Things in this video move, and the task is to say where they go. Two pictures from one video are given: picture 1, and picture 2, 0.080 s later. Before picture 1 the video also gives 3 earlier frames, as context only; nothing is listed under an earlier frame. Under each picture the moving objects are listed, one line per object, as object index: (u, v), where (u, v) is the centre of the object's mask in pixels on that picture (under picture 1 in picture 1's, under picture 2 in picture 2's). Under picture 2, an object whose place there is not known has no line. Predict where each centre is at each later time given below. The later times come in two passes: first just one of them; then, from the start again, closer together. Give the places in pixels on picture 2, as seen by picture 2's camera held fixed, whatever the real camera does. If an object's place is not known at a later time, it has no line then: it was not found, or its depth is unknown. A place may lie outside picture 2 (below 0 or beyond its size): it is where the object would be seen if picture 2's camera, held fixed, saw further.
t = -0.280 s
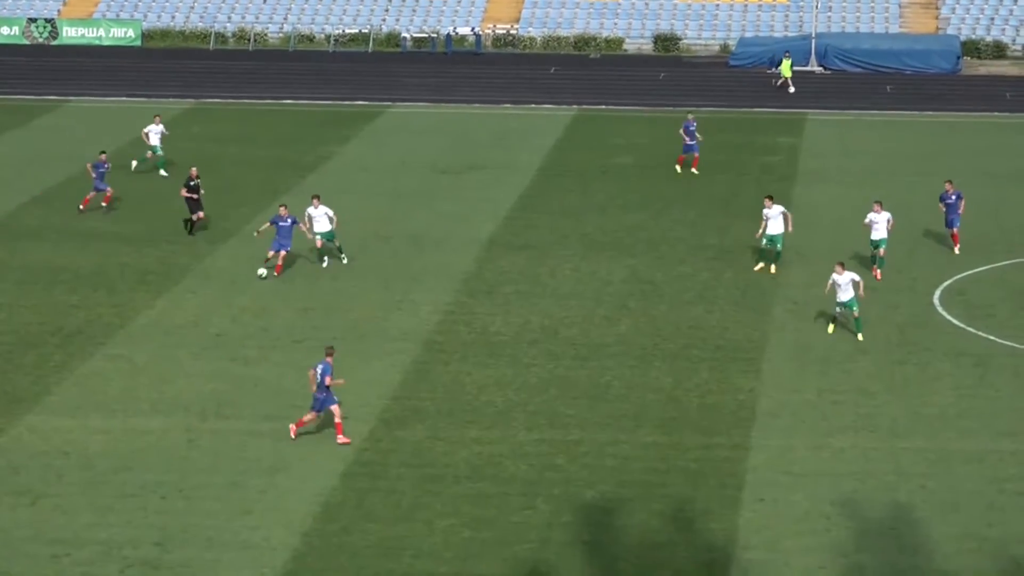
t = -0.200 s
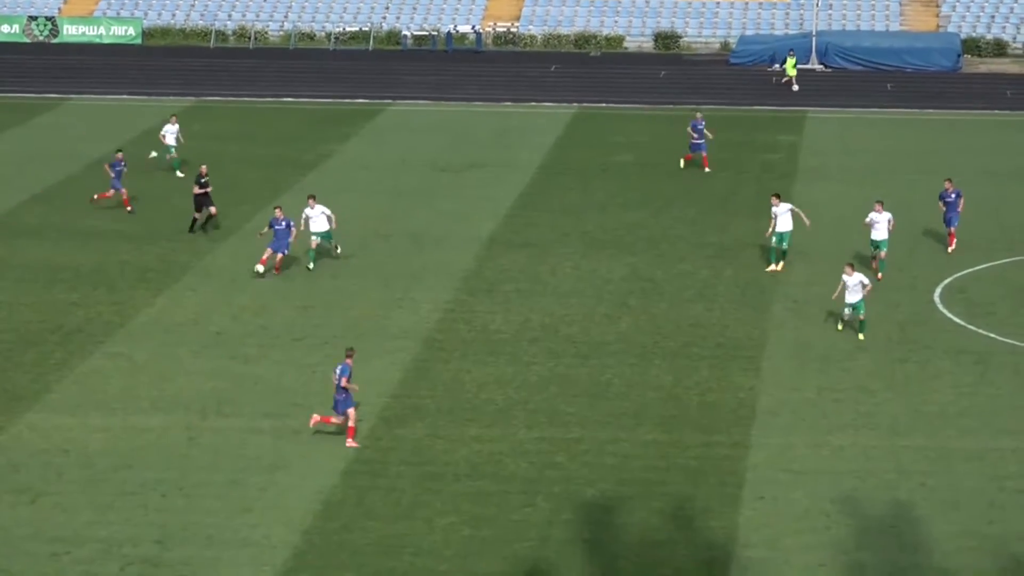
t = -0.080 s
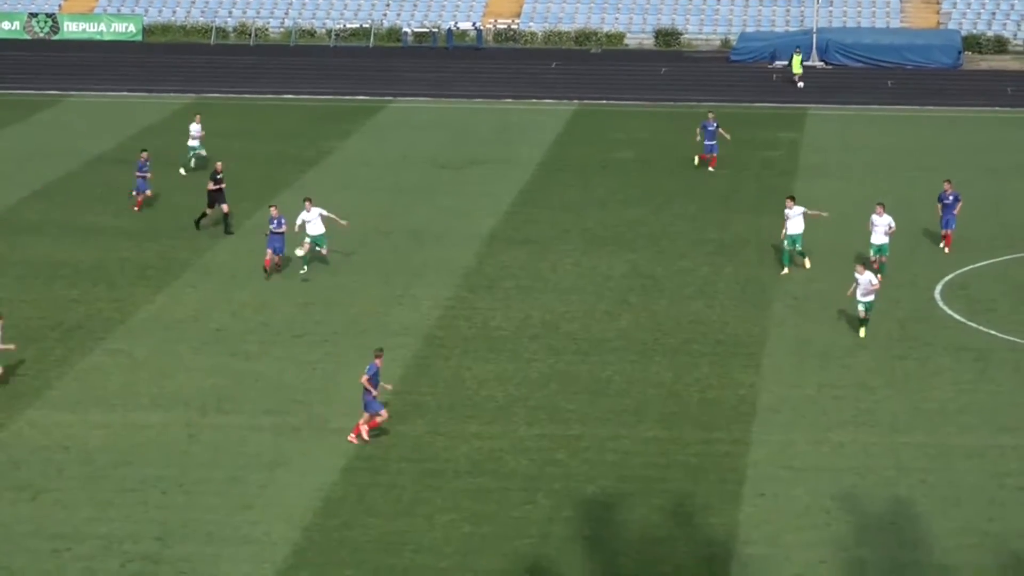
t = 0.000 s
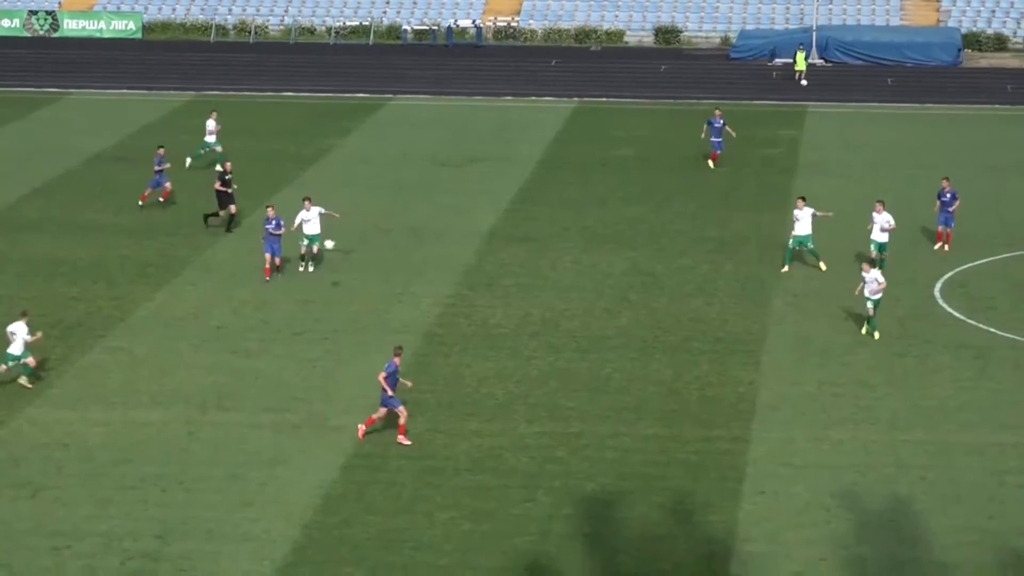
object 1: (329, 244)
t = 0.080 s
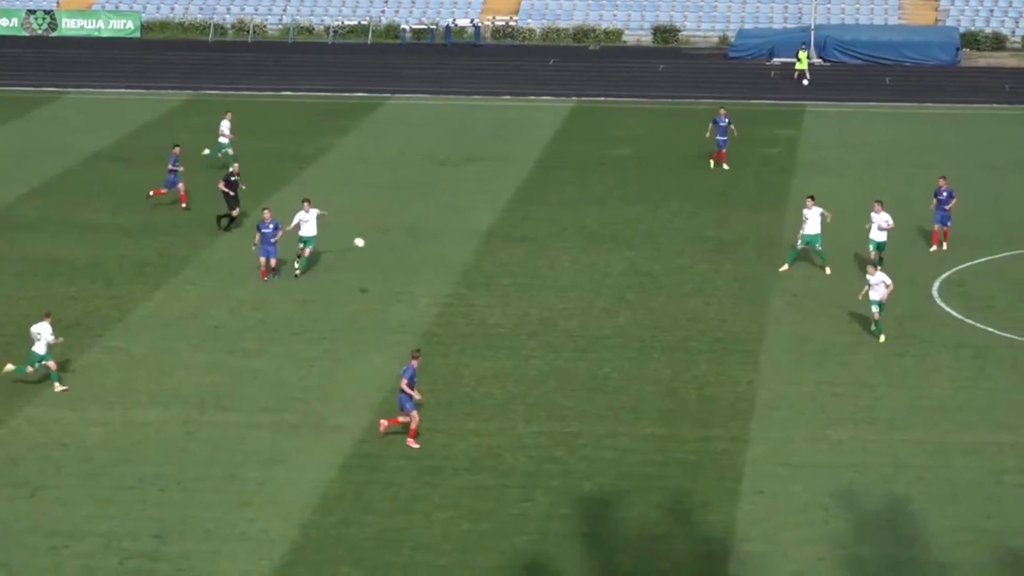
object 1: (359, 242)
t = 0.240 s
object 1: (423, 250)
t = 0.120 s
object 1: (374, 244)
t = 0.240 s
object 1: (423, 250)
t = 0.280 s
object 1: (440, 254)
